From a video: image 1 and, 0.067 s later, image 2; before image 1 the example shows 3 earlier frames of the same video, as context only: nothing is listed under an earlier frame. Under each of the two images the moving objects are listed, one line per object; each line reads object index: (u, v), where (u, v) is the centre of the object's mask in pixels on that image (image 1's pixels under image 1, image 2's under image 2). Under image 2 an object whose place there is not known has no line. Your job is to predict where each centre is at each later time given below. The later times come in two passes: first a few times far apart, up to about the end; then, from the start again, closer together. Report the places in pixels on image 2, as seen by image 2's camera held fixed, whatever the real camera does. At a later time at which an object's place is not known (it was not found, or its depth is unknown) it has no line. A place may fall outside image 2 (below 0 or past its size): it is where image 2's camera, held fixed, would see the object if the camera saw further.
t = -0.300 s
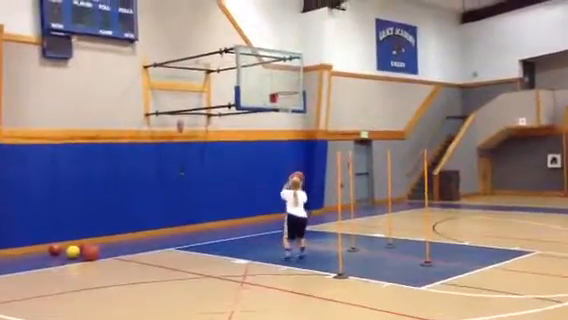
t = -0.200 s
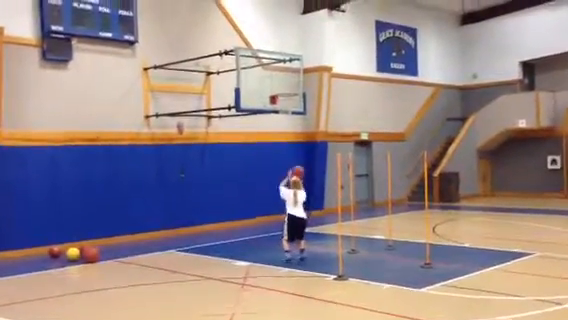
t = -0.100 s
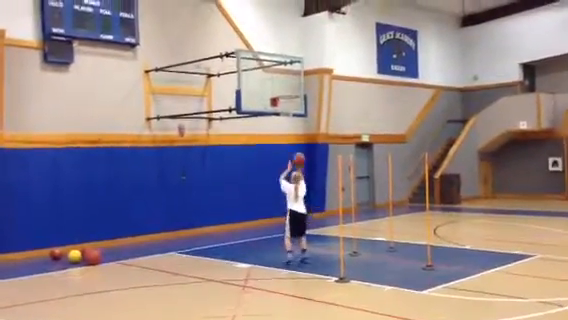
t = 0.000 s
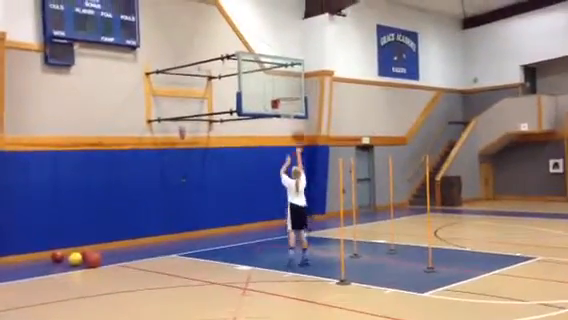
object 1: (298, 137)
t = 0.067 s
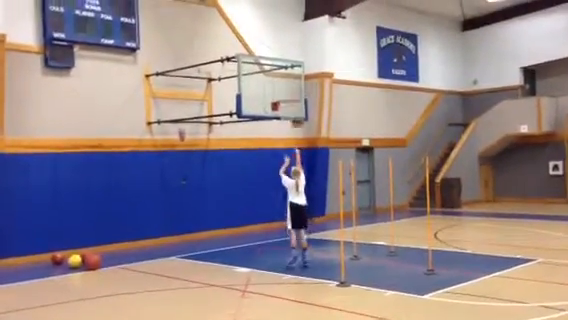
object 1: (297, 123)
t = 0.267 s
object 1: (294, 85)
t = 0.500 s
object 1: (293, 72)
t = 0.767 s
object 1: (292, 88)
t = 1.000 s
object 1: (287, 113)
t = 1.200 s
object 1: (284, 118)
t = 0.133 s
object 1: (295, 107)
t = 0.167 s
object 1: (295, 100)
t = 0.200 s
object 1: (295, 95)
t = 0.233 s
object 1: (294, 90)
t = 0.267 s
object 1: (294, 85)
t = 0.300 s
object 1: (294, 83)
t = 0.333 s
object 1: (294, 79)
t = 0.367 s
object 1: (293, 74)
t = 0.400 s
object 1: (293, 74)
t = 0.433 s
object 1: (293, 72)
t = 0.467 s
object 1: (293, 72)
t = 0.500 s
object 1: (293, 72)
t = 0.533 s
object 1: (293, 72)
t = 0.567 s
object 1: (293, 72)
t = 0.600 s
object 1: (293, 73)
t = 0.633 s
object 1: (292, 77)
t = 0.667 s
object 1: (292, 79)
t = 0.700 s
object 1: (292, 82)
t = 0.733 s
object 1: (292, 84)
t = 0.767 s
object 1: (292, 88)
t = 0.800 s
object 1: (292, 96)
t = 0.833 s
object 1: (291, 98)
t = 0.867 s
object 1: (290, 100)
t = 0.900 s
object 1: (290, 102)
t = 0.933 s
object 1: (289, 106)
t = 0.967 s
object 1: (288, 110)
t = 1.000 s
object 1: (287, 113)
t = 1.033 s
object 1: (287, 113)
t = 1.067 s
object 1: (287, 113)
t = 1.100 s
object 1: (285, 114)
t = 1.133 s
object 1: (284, 116)
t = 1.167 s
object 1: (284, 117)
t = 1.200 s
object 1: (284, 118)
